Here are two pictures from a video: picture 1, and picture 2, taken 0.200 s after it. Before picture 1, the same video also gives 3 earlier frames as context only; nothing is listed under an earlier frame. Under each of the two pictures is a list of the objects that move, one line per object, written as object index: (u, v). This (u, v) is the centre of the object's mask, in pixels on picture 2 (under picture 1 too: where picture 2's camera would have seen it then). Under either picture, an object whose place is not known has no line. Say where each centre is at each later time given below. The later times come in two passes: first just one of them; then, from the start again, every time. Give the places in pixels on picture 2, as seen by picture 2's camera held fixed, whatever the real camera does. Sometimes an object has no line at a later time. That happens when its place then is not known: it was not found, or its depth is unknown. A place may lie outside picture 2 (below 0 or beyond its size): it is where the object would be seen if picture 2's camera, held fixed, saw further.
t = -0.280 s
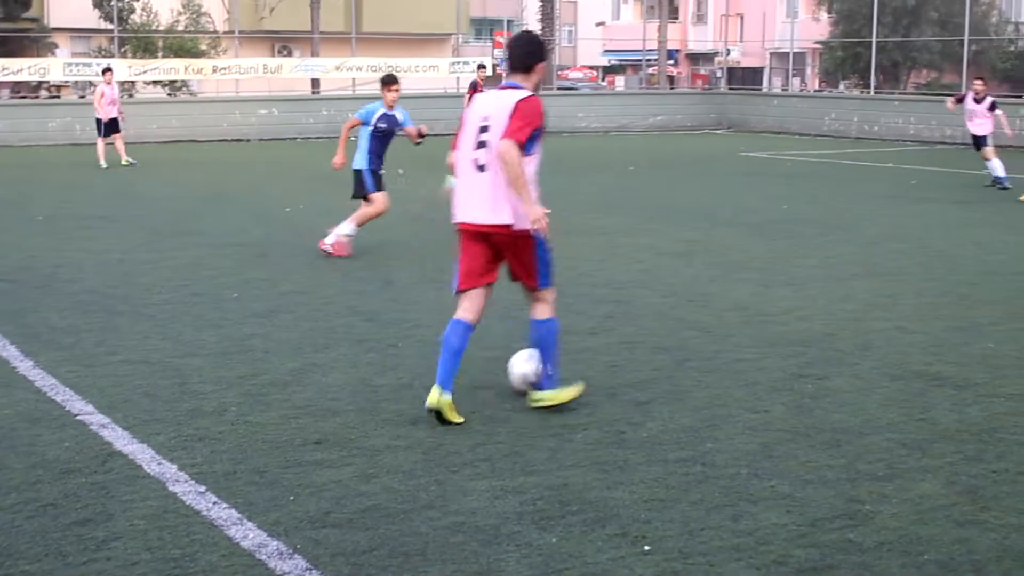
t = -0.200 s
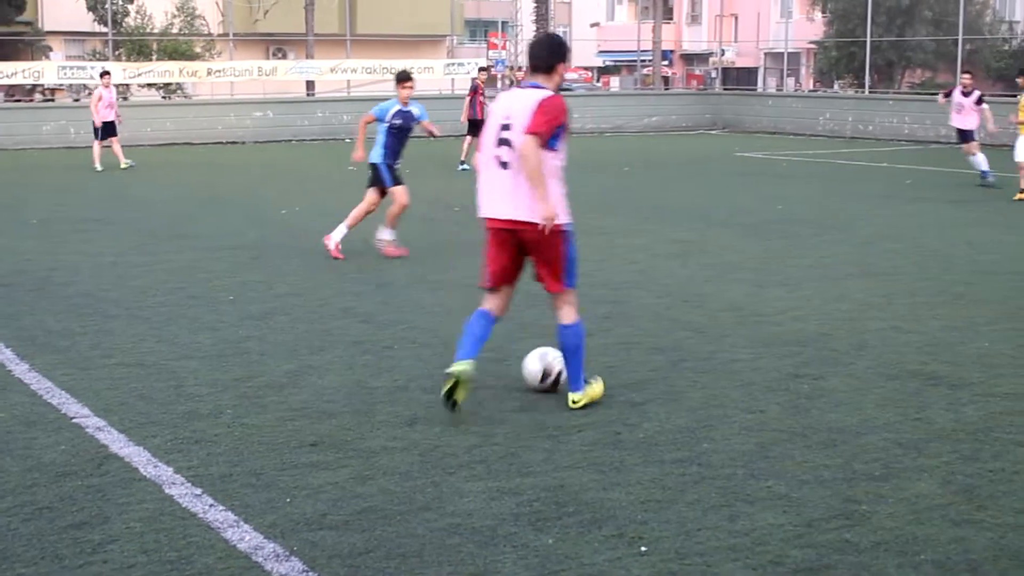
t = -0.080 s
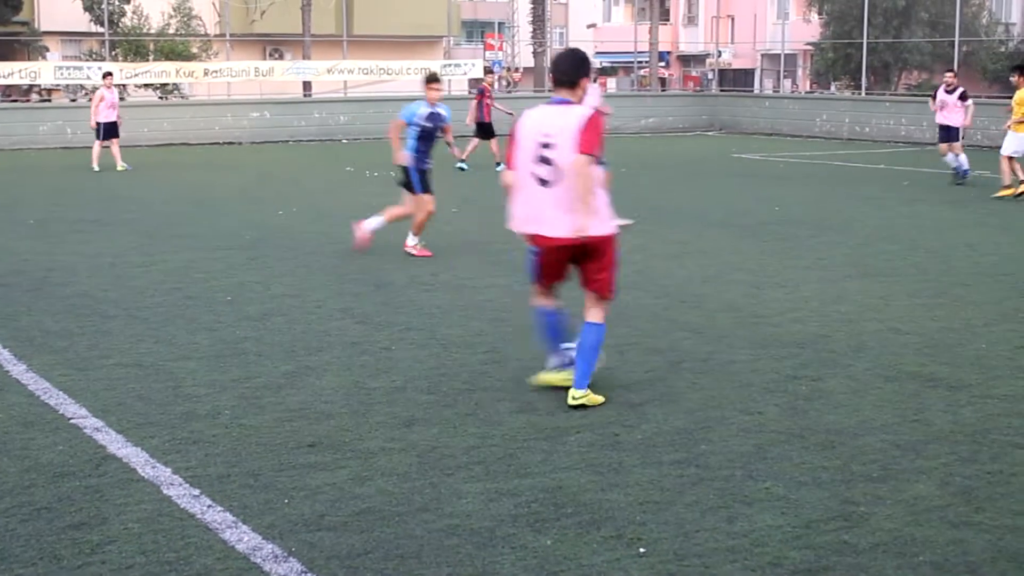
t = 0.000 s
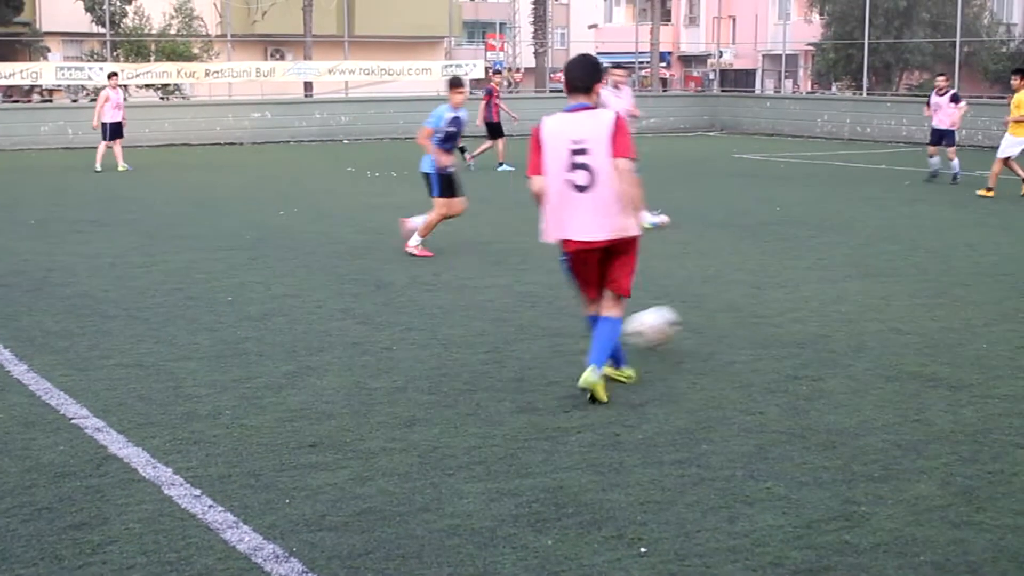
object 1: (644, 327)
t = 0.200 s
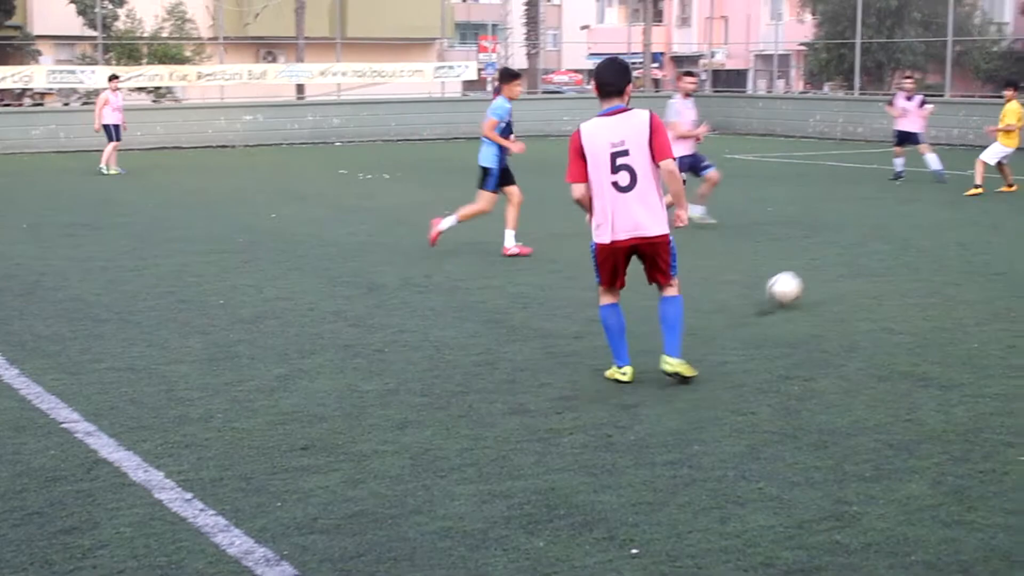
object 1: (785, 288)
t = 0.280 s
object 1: (821, 274)
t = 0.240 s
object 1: (803, 280)
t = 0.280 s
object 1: (821, 274)
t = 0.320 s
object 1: (837, 270)
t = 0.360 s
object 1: (851, 267)
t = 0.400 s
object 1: (863, 260)
